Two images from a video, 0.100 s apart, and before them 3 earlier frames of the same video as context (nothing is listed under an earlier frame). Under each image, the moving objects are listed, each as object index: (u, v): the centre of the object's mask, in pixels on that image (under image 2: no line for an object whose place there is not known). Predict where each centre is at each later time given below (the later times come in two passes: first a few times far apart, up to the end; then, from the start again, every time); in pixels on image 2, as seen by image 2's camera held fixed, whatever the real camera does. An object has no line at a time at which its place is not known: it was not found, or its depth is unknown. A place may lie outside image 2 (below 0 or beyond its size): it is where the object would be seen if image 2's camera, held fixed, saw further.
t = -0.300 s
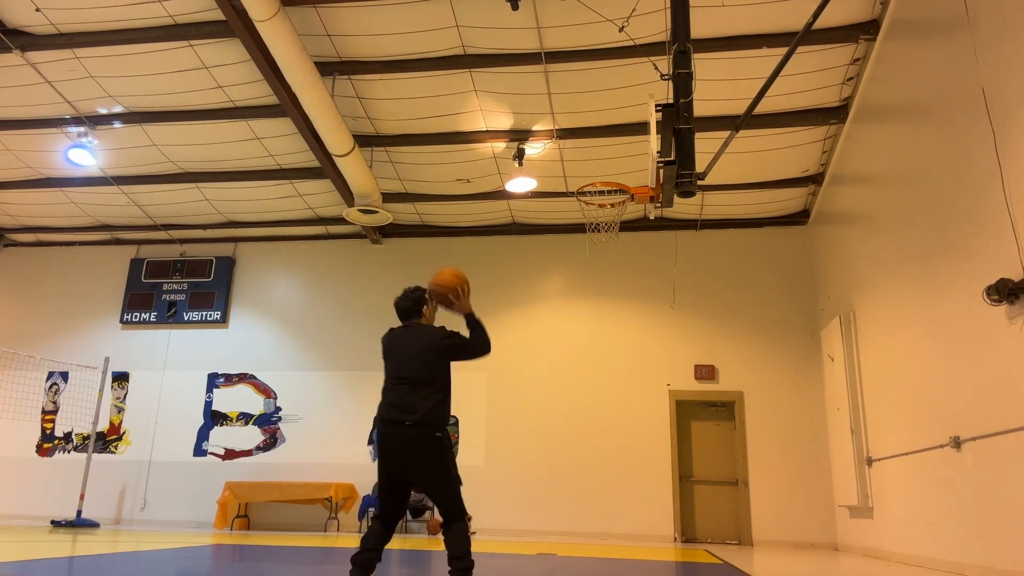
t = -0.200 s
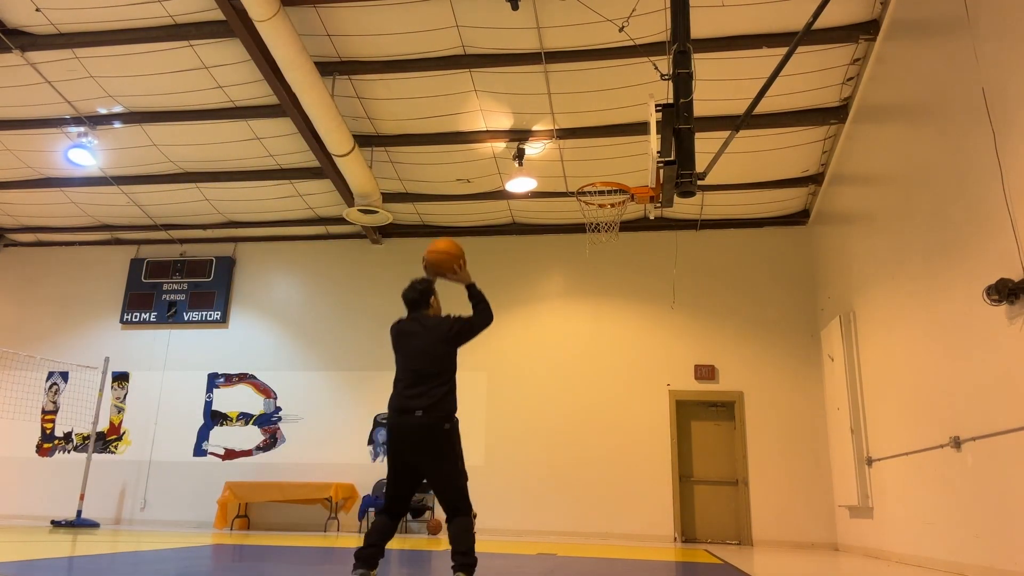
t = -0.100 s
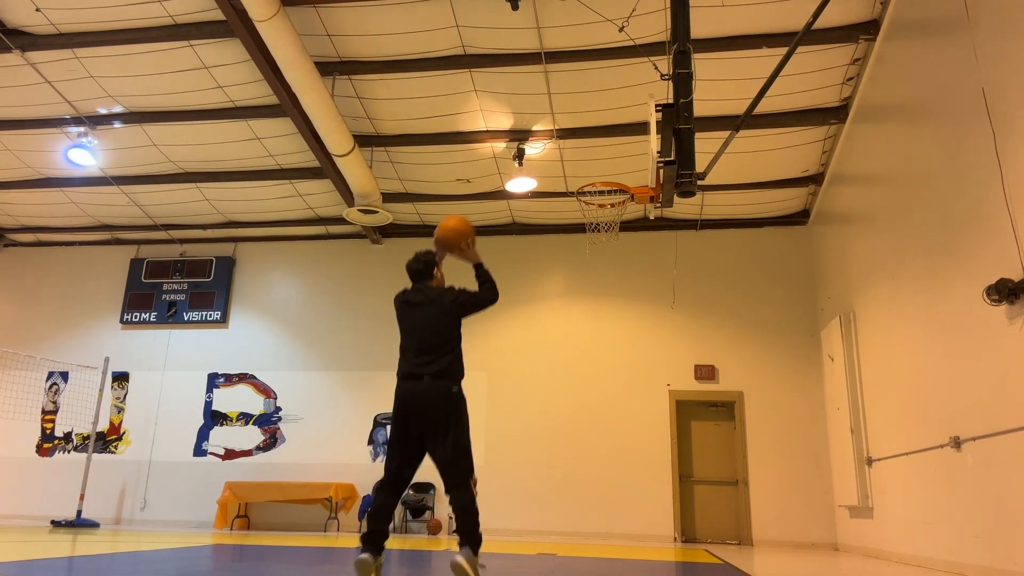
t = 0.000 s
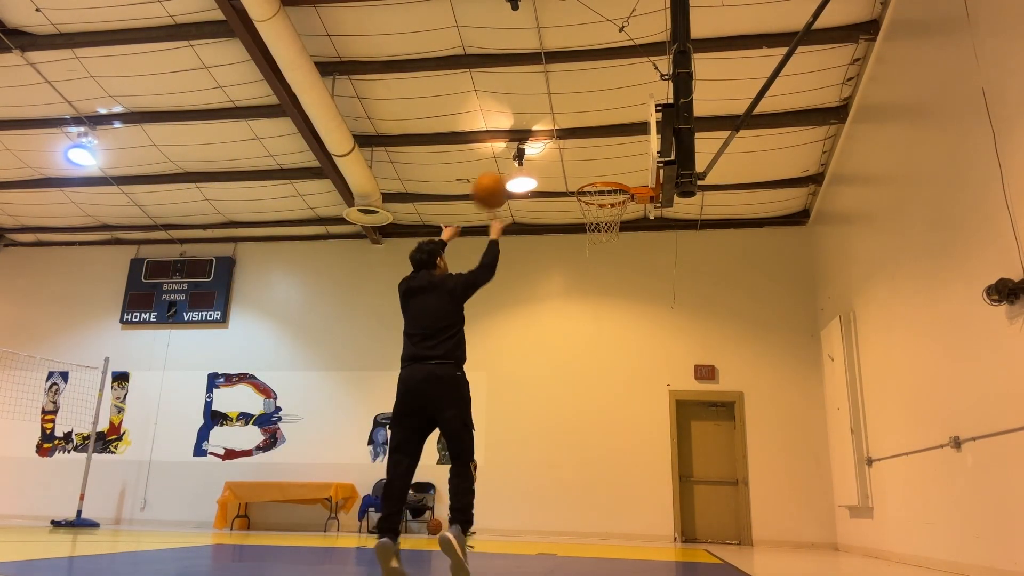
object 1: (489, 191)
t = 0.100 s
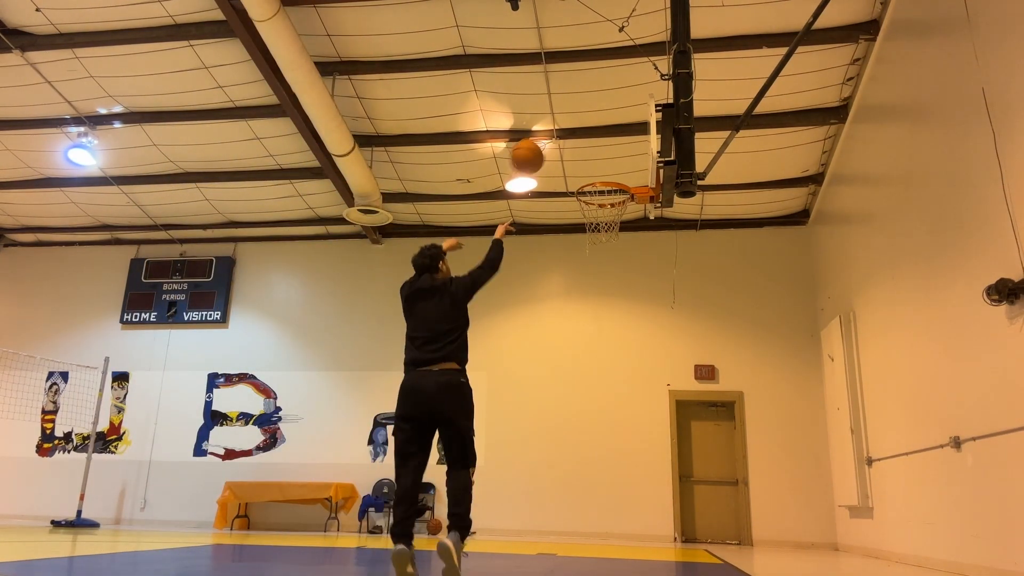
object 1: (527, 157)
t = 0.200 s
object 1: (560, 139)
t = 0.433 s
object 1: (622, 147)
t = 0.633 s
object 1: (616, 158)
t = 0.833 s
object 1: (600, 151)
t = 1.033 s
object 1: (579, 165)
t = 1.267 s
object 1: (544, 186)
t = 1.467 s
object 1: (511, 252)
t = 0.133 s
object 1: (539, 148)
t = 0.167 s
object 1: (550, 143)
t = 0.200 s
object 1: (560, 139)
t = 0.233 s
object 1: (570, 136)
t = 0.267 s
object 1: (579, 135)
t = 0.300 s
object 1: (588, 135)
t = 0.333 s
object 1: (597, 136)
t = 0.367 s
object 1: (606, 138)
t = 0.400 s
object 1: (614, 142)
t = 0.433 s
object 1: (622, 147)
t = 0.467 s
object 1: (630, 153)
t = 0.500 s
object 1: (634, 159)
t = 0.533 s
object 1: (628, 164)
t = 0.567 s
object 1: (622, 170)
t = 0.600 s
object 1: (619, 163)
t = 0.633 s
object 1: (616, 158)
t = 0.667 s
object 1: (614, 154)
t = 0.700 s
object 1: (611, 151)
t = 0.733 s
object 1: (608, 150)
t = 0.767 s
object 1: (605, 149)
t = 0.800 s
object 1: (603, 150)
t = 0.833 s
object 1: (600, 151)
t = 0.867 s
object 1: (597, 154)
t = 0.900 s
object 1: (595, 158)
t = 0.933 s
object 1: (592, 163)
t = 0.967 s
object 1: (589, 169)
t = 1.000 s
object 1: (584, 168)
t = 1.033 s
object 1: (579, 165)
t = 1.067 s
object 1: (574, 165)
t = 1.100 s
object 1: (569, 165)
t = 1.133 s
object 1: (564, 167)
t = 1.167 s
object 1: (559, 170)
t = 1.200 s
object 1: (554, 174)
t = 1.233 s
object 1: (549, 179)
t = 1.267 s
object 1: (544, 186)
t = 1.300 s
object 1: (539, 194)
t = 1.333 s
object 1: (533, 203)
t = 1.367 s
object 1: (527, 214)
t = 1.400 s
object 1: (522, 225)
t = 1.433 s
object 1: (517, 238)
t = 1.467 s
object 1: (511, 252)
